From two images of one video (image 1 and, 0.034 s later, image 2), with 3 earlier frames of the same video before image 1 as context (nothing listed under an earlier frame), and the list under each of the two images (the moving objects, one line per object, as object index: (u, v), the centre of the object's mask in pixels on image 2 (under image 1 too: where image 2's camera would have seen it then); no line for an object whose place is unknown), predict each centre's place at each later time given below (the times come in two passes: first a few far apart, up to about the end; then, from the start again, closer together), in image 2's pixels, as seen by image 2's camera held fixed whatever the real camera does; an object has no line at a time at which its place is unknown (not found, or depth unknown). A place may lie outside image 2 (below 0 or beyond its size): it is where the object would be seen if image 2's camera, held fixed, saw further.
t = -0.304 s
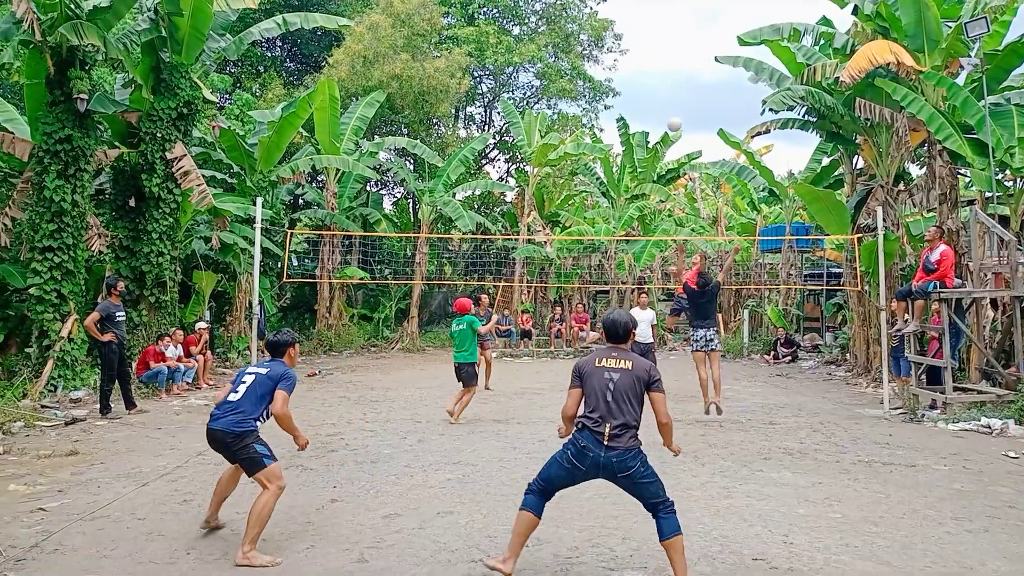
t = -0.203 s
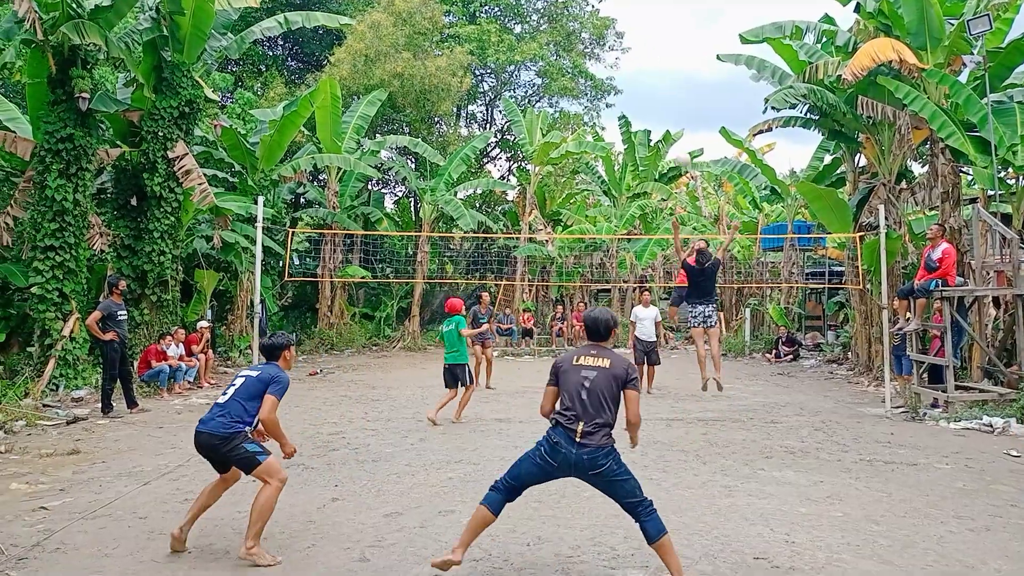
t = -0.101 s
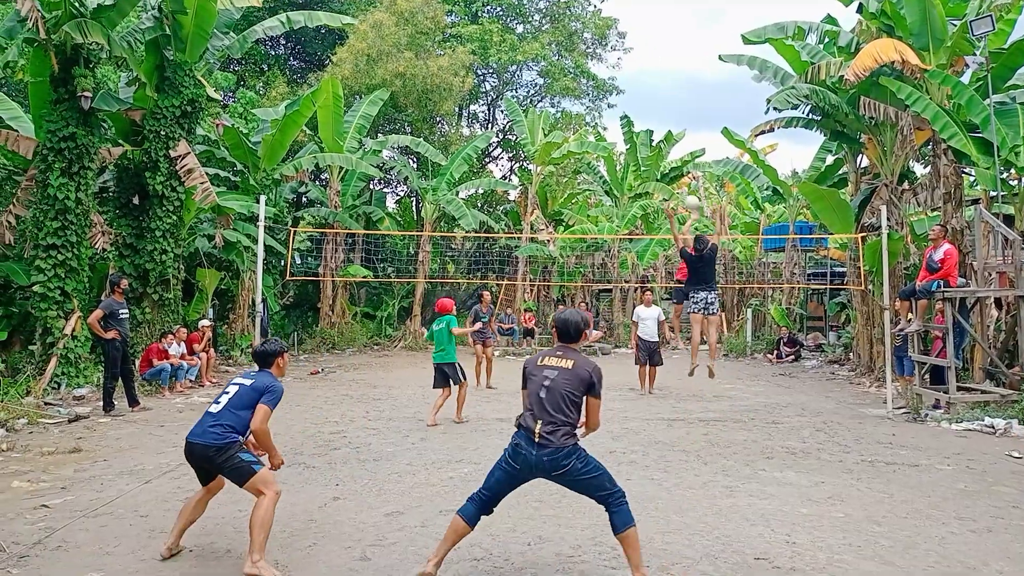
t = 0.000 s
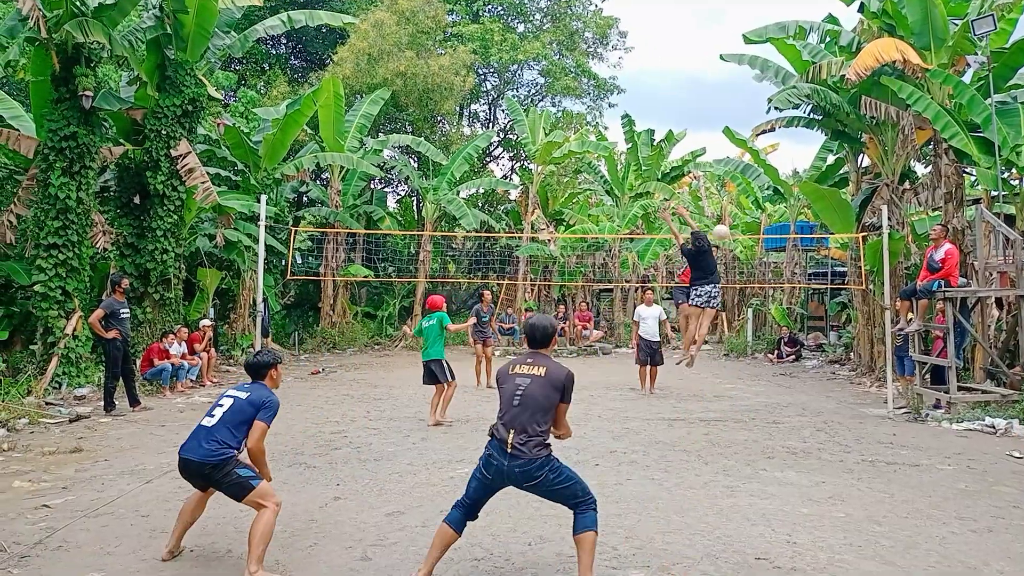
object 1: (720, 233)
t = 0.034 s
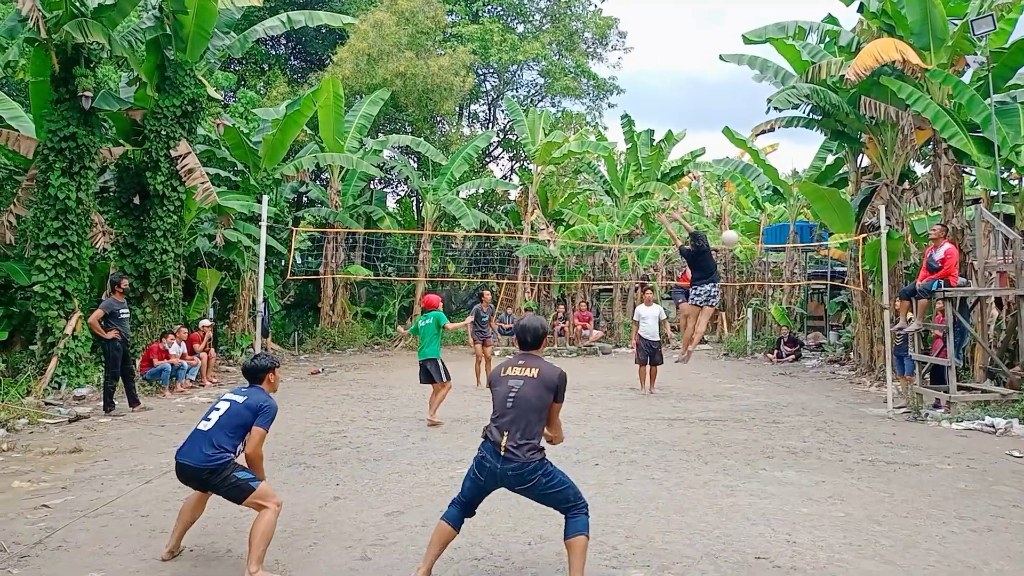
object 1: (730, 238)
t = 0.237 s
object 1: (804, 312)
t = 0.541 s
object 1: (1013, 487)
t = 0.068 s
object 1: (740, 244)
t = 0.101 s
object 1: (750, 254)
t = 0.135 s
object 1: (762, 263)
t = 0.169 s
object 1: (774, 277)
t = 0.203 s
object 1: (789, 293)
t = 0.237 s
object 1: (804, 312)
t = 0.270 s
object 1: (822, 334)
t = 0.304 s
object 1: (841, 361)
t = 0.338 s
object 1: (863, 393)
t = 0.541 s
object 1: (1013, 487)
